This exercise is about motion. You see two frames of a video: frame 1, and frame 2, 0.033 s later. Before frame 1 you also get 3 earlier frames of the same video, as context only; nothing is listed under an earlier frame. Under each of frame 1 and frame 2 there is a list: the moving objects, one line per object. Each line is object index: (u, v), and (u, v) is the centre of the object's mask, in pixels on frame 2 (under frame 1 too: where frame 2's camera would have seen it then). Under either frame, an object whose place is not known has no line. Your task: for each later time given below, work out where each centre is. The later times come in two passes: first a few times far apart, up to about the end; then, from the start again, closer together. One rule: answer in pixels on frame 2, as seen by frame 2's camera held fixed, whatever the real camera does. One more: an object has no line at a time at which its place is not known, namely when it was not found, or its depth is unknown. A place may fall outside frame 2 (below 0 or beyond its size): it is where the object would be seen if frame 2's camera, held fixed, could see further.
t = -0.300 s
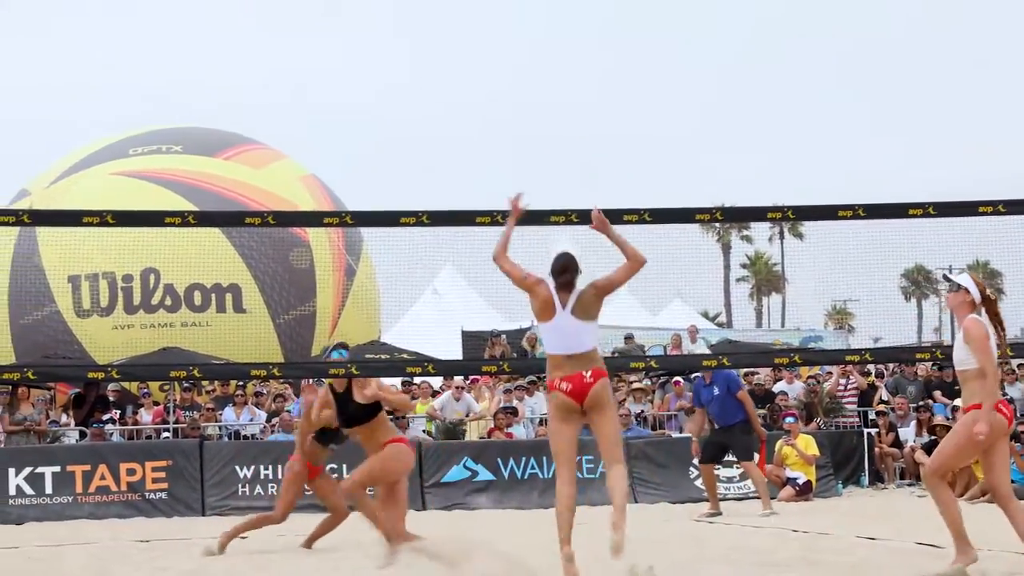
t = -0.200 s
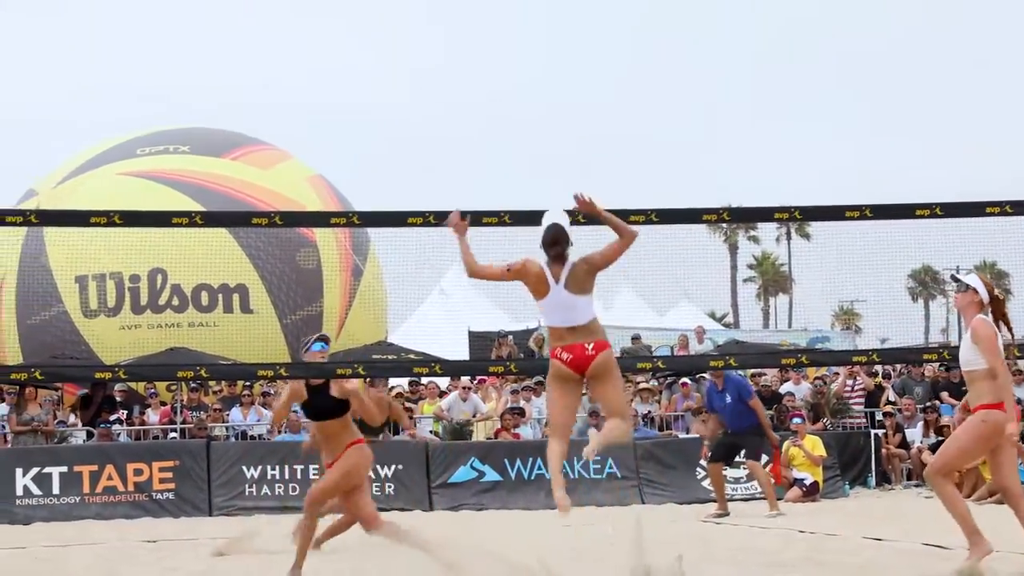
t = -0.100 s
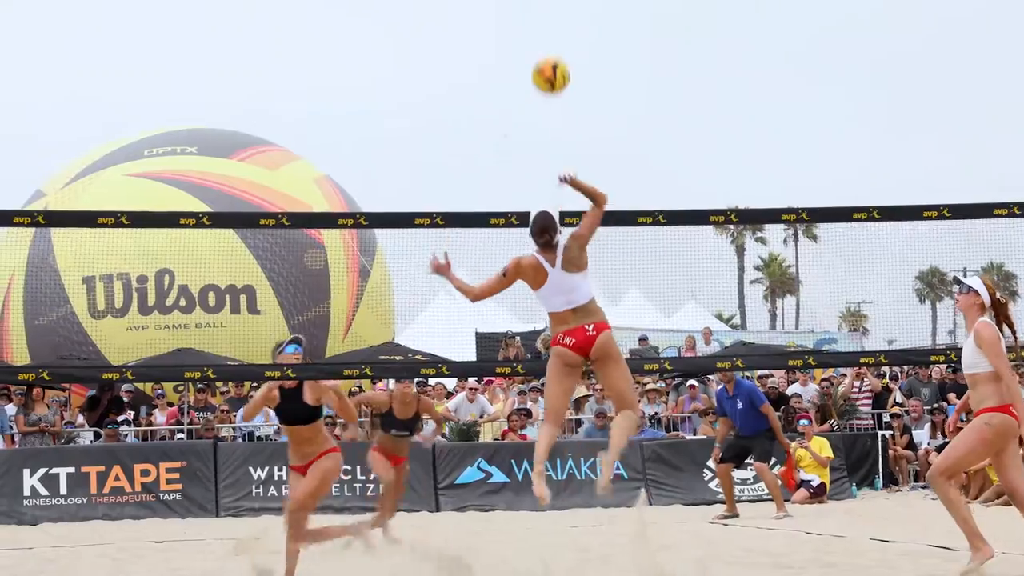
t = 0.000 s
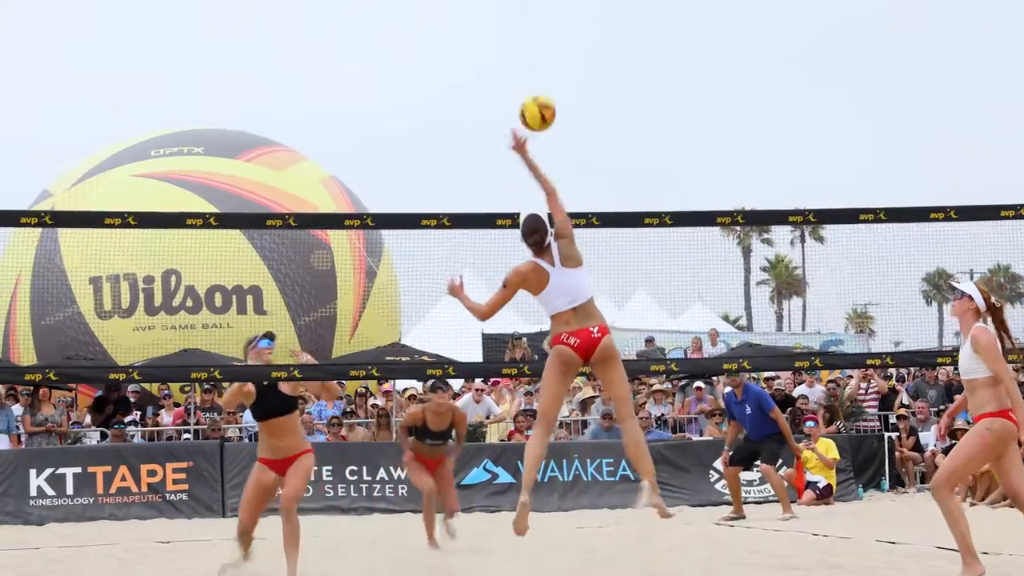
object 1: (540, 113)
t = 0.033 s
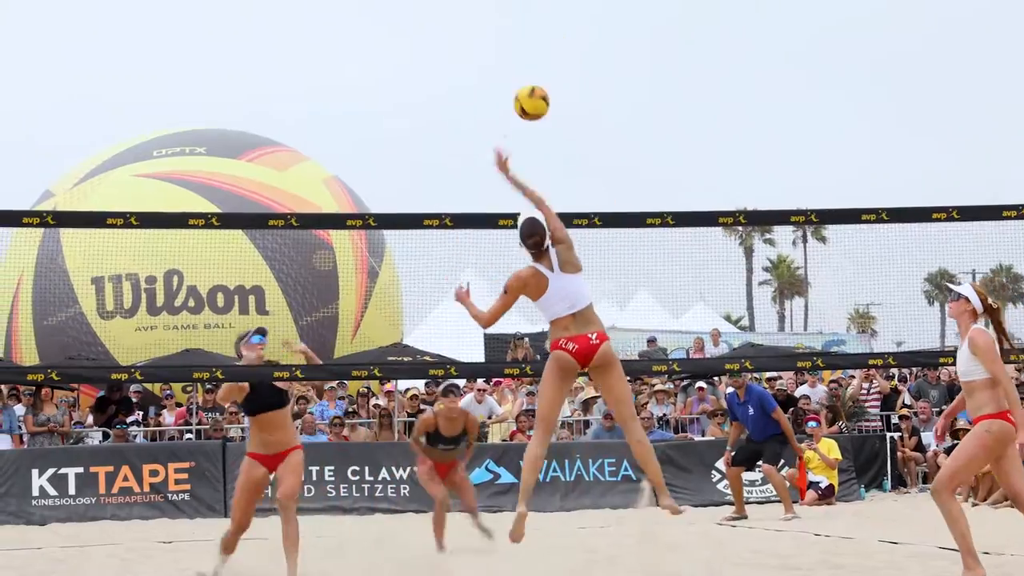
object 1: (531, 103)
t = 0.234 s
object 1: (491, 81)
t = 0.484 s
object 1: (458, 140)
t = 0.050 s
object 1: (527, 98)
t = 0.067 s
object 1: (523, 94)
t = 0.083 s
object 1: (519, 91)
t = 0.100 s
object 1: (516, 88)
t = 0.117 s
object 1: (513, 86)
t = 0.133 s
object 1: (509, 83)
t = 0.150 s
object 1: (506, 82)
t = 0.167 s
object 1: (503, 81)
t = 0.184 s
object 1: (499, 81)
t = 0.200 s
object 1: (497, 80)
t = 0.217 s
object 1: (494, 81)
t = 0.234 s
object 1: (491, 81)
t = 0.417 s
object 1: (467, 117)
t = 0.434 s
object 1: (464, 122)
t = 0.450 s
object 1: (462, 128)
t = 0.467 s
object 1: (459, 134)
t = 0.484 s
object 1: (458, 140)
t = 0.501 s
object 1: (455, 147)
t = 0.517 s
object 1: (454, 153)
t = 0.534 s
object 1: (452, 161)
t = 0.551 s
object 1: (450, 168)
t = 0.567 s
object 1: (448, 177)
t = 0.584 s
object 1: (446, 184)
